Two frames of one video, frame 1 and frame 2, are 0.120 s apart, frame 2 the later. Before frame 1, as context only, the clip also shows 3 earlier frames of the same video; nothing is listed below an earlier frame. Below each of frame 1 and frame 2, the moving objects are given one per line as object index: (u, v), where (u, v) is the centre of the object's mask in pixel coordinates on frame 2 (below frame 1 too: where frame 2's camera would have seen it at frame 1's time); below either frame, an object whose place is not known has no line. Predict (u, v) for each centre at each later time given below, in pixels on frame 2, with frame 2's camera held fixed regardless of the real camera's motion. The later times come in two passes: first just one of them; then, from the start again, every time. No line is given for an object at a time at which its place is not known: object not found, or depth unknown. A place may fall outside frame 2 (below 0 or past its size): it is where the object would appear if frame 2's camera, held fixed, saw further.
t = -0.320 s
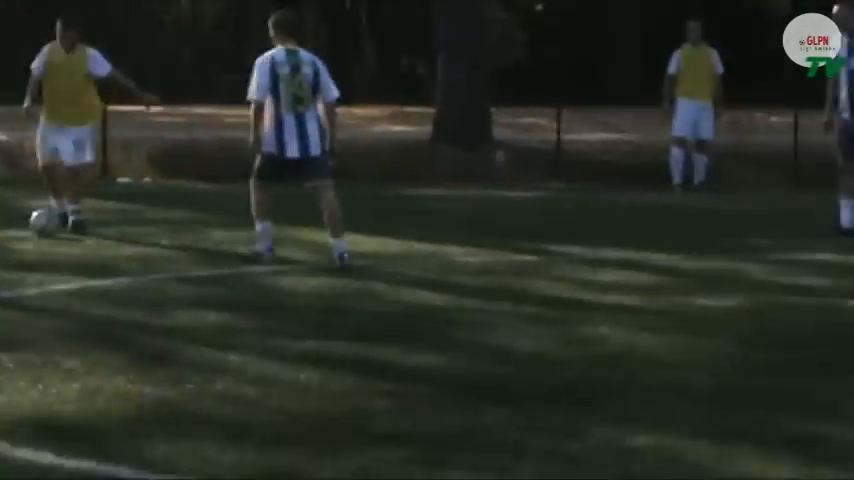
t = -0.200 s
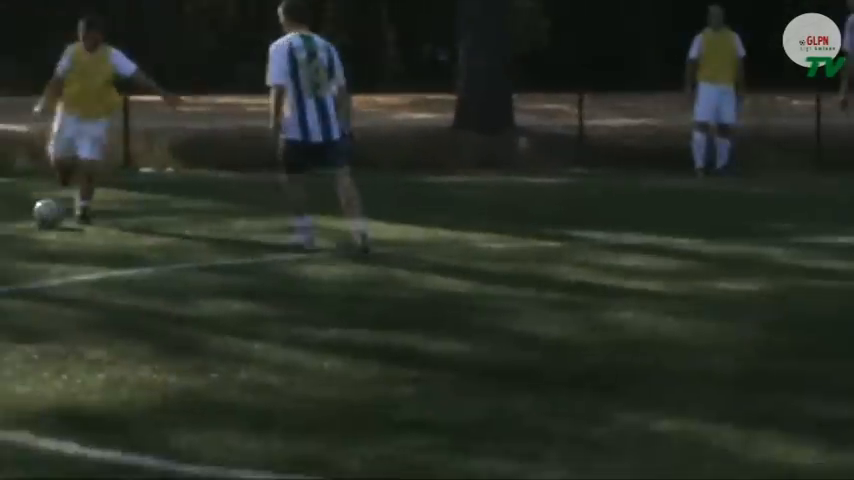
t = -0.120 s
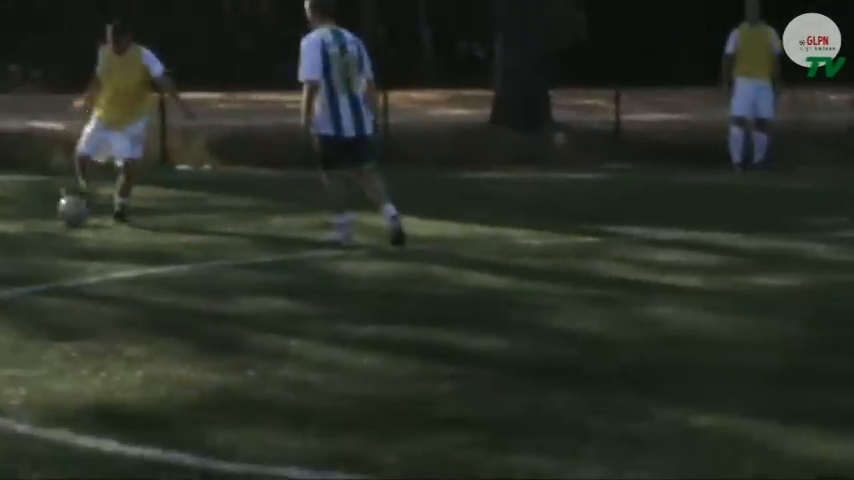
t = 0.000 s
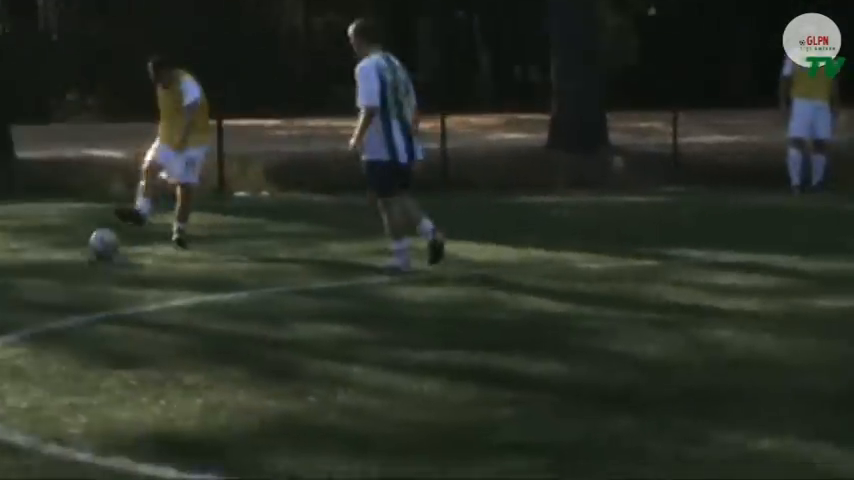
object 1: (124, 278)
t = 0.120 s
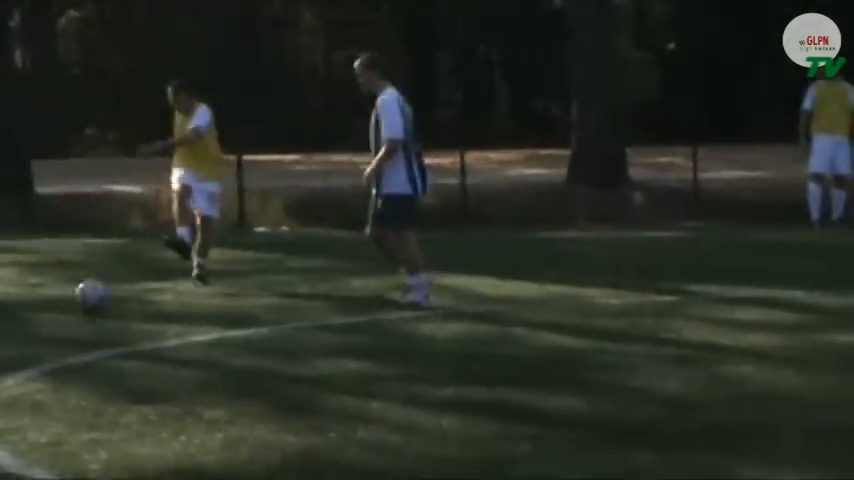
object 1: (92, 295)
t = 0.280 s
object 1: (47, 321)
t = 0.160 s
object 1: (82, 299)
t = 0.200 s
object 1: (69, 306)
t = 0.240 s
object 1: (56, 316)
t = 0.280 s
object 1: (47, 321)
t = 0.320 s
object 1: (35, 324)
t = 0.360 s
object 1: (24, 328)
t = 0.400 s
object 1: (13, 335)
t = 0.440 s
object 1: (2, 345)
